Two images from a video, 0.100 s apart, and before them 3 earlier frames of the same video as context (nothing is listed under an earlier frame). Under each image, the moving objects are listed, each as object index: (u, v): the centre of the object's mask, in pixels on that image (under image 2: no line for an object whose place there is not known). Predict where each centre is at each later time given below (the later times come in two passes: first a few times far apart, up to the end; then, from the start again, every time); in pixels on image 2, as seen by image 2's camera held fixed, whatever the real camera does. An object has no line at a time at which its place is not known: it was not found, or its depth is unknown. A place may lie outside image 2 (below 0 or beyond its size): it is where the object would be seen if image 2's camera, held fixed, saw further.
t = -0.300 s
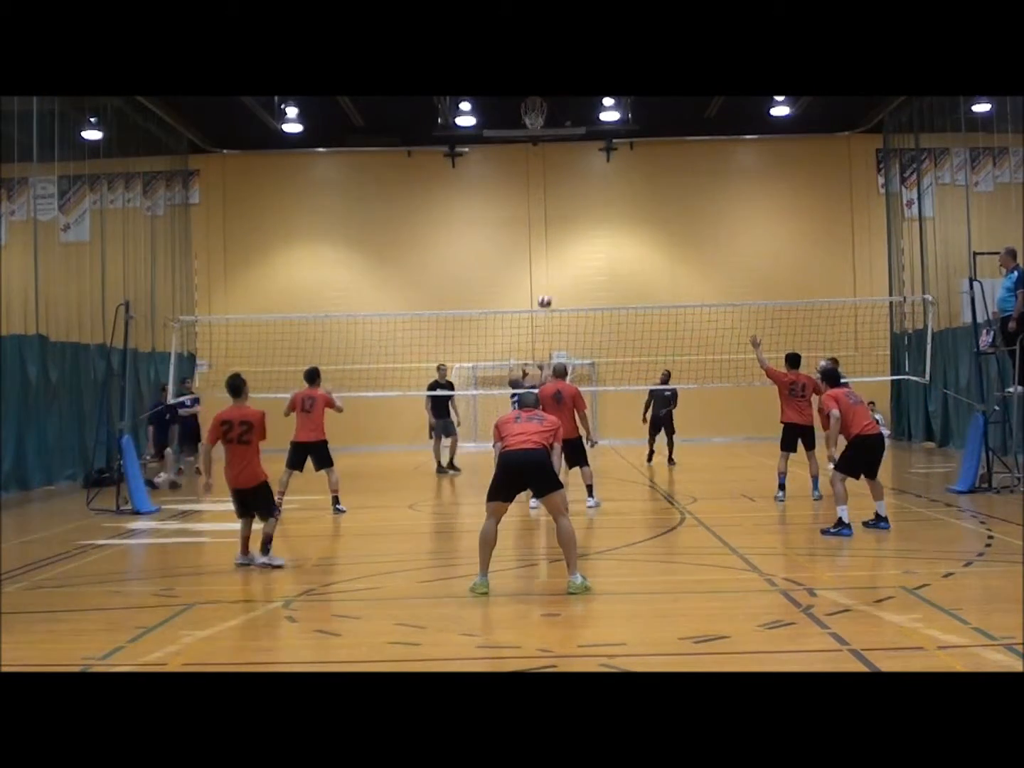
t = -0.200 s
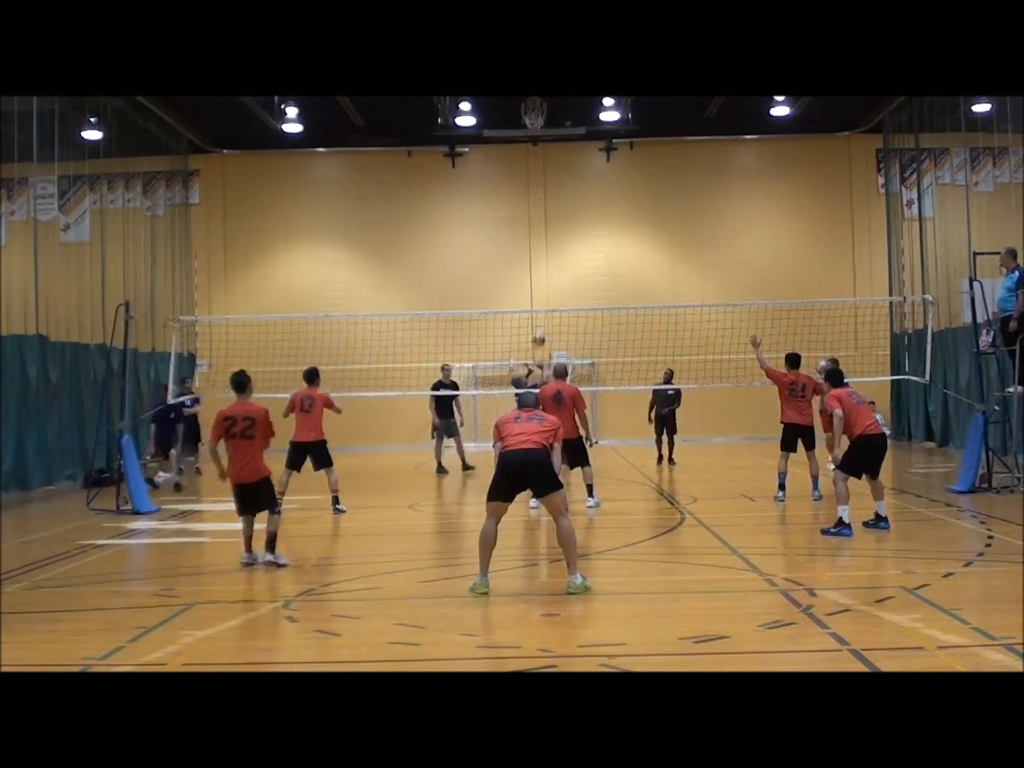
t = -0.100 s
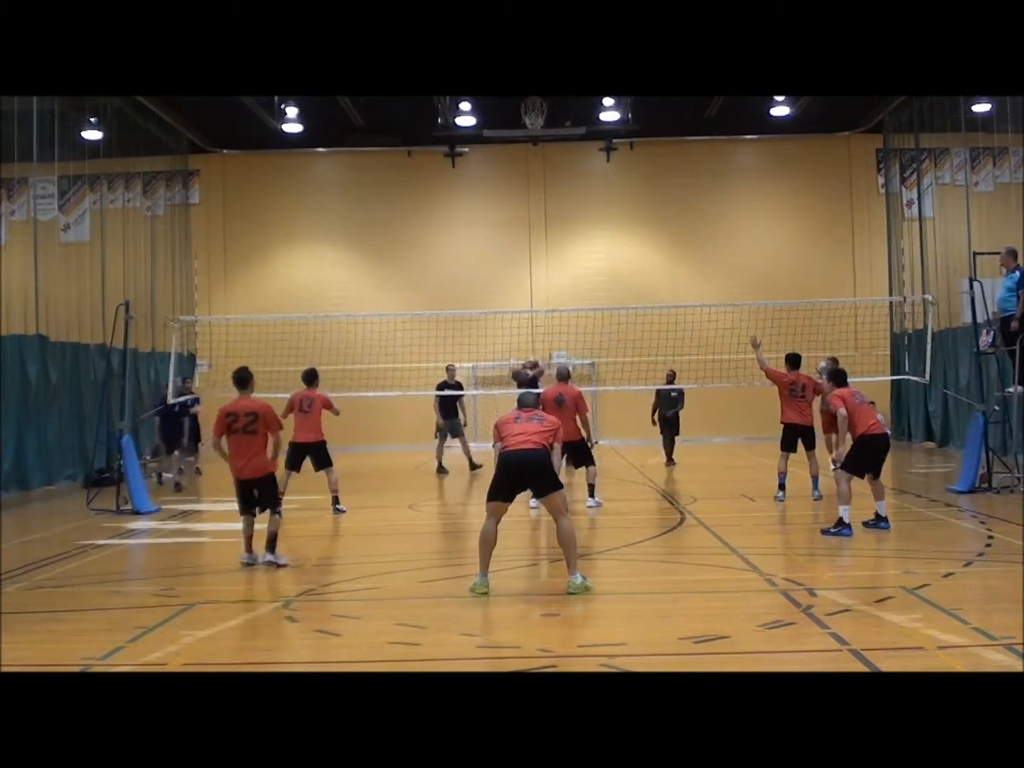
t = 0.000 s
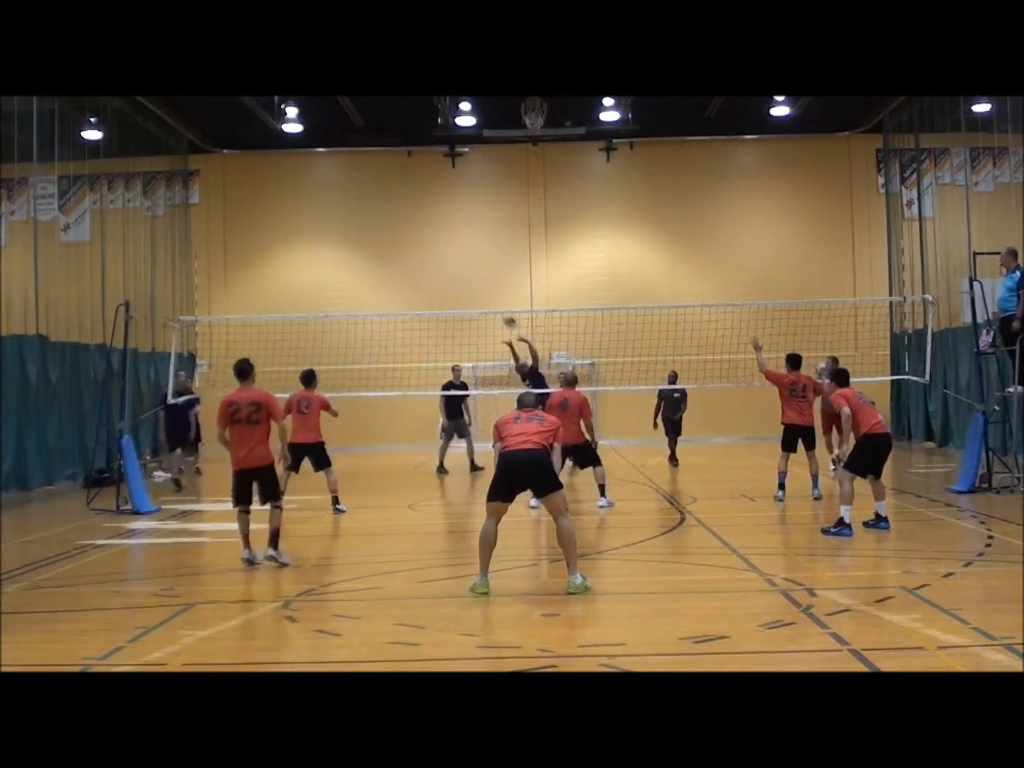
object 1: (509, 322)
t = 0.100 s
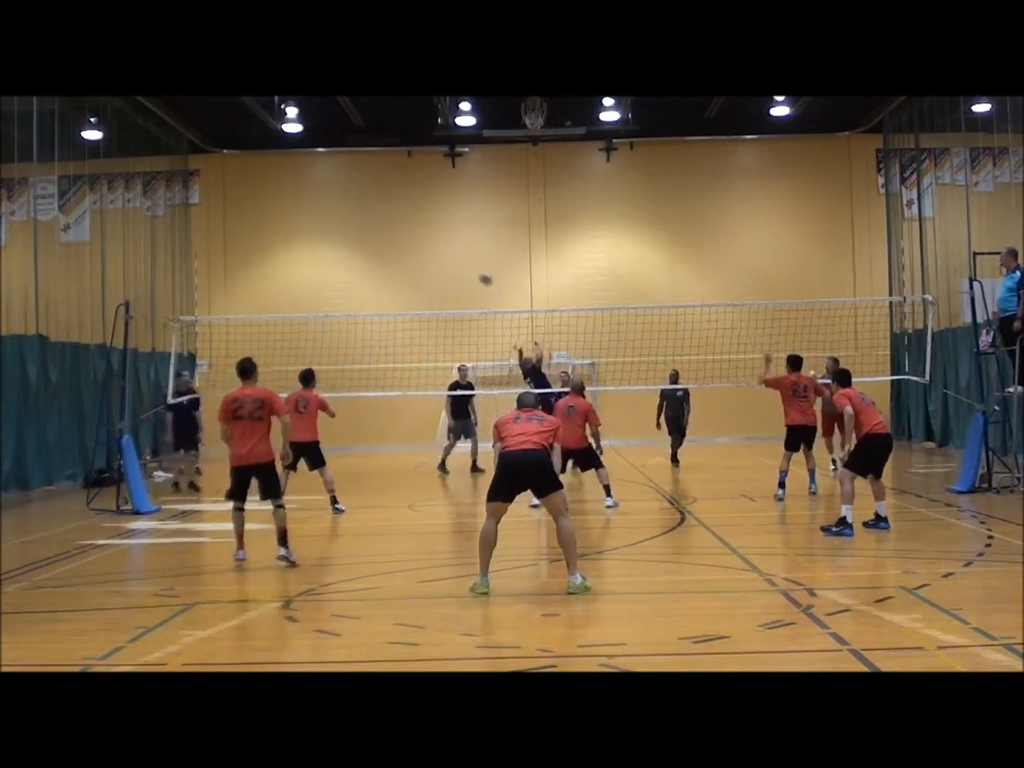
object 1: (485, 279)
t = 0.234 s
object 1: (455, 233)
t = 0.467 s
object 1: (403, 184)
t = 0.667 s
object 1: (357, 172)
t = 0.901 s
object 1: (309, 191)
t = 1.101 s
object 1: (269, 237)
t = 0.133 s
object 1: (477, 266)
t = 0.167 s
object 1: (469, 255)
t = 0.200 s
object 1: (462, 242)
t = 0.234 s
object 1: (455, 233)
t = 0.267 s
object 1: (447, 223)
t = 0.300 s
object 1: (438, 214)
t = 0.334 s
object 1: (431, 207)
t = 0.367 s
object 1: (424, 199)
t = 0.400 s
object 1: (416, 193)
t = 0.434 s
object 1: (408, 187)
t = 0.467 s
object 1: (403, 184)
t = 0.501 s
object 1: (395, 178)
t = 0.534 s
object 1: (387, 175)
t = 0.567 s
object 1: (380, 172)
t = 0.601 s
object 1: (373, 171)
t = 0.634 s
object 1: (364, 171)
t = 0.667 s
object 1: (357, 172)
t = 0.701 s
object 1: (350, 172)
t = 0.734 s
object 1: (344, 174)
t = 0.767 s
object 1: (337, 175)
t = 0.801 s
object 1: (330, 178)
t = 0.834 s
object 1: (324, 182)
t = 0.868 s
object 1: (316, 187)
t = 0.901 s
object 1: (309, 191)
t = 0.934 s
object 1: (303, 198)
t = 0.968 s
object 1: (295, 203)
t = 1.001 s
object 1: (288, 211)
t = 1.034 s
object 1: (282, 219)
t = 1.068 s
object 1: (277, 228)
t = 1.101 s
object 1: (269, 237)
